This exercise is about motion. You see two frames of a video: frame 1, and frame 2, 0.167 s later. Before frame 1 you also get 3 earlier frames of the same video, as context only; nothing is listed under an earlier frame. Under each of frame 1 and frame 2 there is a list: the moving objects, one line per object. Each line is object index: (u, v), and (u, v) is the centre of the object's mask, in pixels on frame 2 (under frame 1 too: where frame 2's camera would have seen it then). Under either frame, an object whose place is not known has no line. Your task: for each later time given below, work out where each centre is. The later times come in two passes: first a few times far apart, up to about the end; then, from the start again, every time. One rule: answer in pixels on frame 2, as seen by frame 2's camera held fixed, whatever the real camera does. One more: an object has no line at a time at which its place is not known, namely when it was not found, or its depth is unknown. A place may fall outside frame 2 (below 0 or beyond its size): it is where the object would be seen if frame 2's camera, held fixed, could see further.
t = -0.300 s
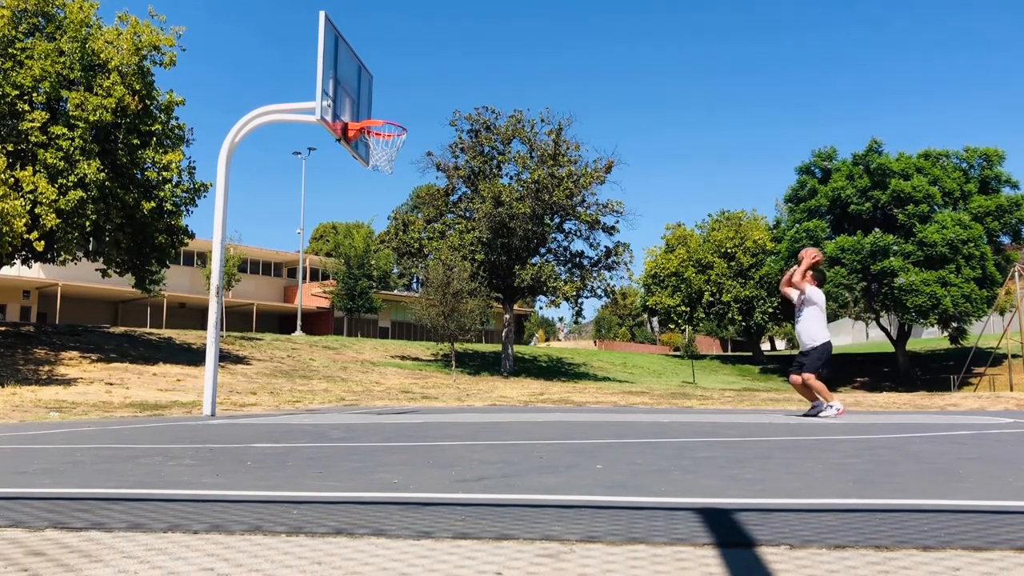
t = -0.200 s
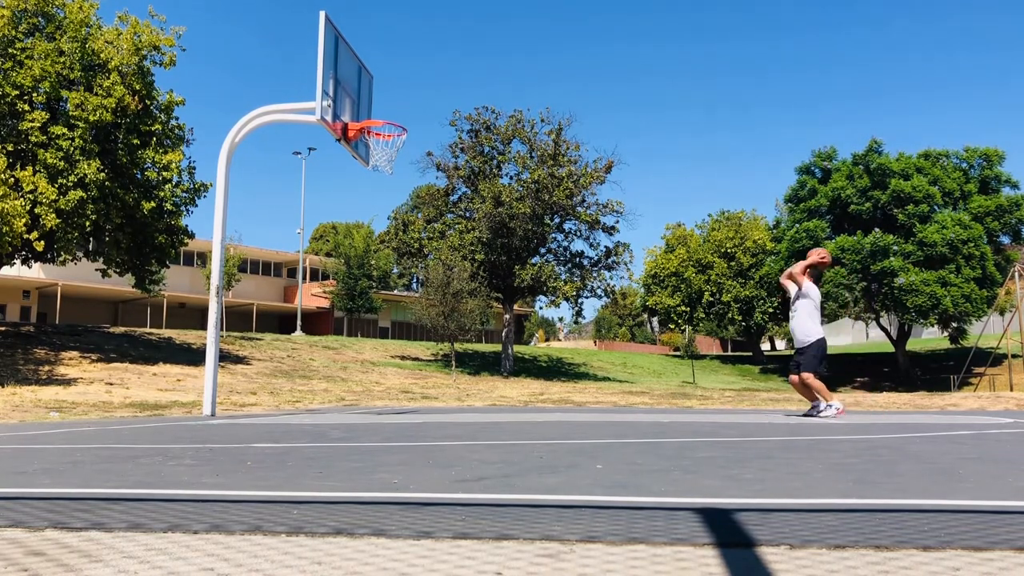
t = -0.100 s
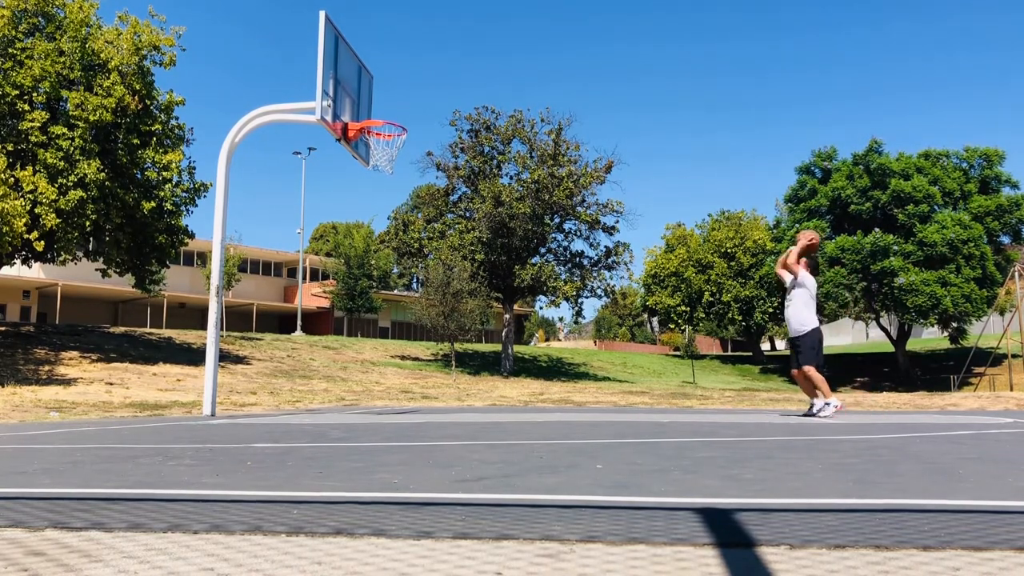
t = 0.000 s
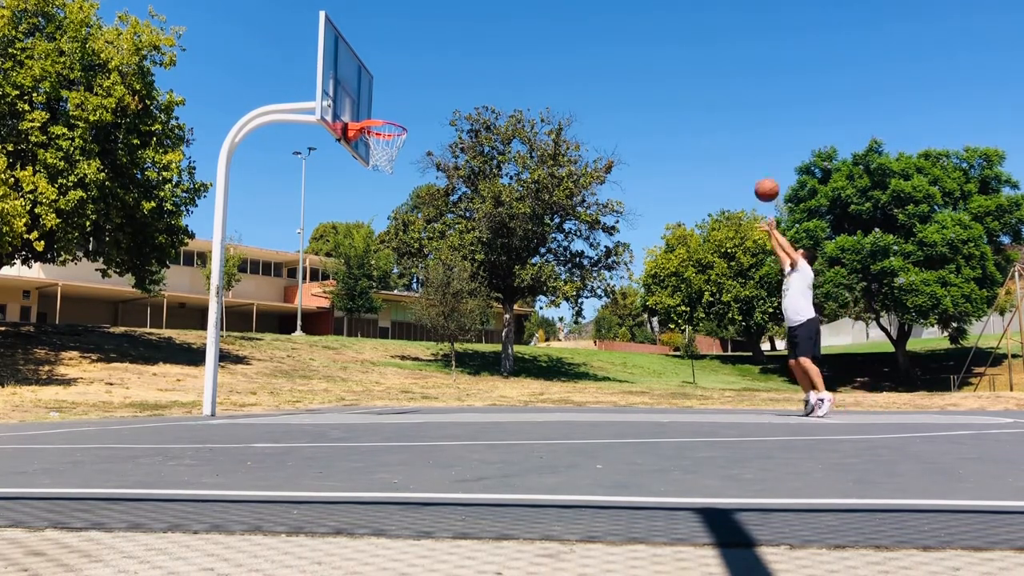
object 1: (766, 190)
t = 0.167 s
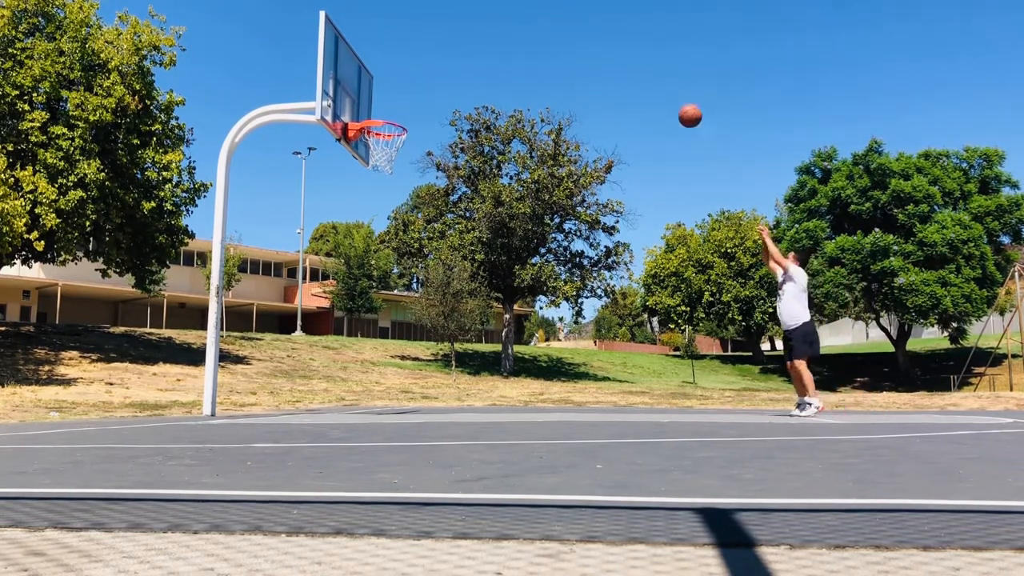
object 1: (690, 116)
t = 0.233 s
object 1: (660, 93)
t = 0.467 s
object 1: (560, 51)
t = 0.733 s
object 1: (450, 62)
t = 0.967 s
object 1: (359, 111)
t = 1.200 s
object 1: (382, 81)
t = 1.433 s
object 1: (405, 97)
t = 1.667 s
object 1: (428, 163)
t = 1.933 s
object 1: (455, 303)
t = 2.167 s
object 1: (466, 357)
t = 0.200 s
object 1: (675, 104)
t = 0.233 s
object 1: (660, 93)
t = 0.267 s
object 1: (646, 84)
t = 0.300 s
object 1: (631, 76)
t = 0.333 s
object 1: (617, 69)
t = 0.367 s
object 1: (602, 63)
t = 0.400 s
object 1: (588, 58)
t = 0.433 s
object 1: (574, 54)
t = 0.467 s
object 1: (560, 51)
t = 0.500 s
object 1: (546, 49)
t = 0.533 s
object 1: (532, 48)
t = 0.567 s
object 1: (518, 48)
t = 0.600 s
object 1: (505, 48)
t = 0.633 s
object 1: (491, 50)
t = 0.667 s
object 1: (477, 53)
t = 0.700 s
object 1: (463, 57)
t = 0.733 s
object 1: (450, 62)
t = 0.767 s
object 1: (436, 67)
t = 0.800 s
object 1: (422, 74)
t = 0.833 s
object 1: (409, 81)
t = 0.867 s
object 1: (395, 90)
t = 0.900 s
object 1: (381, 100)
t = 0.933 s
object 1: (367, 110)
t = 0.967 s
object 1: (359, 111)
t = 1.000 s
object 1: (363, 105)
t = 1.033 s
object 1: (366, 99)
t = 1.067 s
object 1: (369, 93)
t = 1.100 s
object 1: (372, 89)
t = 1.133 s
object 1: (376, 85)
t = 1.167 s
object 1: (379, 82)
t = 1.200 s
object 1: (382, 81)
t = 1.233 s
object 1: (386, 80)
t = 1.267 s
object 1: (389, 80)
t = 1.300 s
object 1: (392, 82)
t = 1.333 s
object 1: (395, 84)
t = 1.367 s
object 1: (398, 87)
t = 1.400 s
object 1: (402, 92)
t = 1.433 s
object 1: (405, 97)
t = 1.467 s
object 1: (408, 103)
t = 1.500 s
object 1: (411, 111)
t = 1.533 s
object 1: (415, 119)
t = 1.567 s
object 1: (418, 128)
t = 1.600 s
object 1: (421, 139)
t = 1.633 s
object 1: (424, 150)
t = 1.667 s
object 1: (428, 163)
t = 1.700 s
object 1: (431, 176)
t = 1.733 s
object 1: (434, 191)
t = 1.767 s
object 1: (438, 207)
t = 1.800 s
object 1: (441, 223)
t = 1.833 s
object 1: (445, 242)
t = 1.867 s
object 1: (448, 260)
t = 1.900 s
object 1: (452, 281)
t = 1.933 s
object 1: (455, 303)
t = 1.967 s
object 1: (459, 326)
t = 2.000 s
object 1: (463, 350)
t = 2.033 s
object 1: (467, 376)
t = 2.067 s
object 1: (470, 403)
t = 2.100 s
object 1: (469, 393)
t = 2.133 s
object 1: (467, 374)
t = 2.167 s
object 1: (466, 357)
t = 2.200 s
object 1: (463, 342)
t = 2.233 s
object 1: (462, 326)
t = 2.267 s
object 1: (459, 312)
